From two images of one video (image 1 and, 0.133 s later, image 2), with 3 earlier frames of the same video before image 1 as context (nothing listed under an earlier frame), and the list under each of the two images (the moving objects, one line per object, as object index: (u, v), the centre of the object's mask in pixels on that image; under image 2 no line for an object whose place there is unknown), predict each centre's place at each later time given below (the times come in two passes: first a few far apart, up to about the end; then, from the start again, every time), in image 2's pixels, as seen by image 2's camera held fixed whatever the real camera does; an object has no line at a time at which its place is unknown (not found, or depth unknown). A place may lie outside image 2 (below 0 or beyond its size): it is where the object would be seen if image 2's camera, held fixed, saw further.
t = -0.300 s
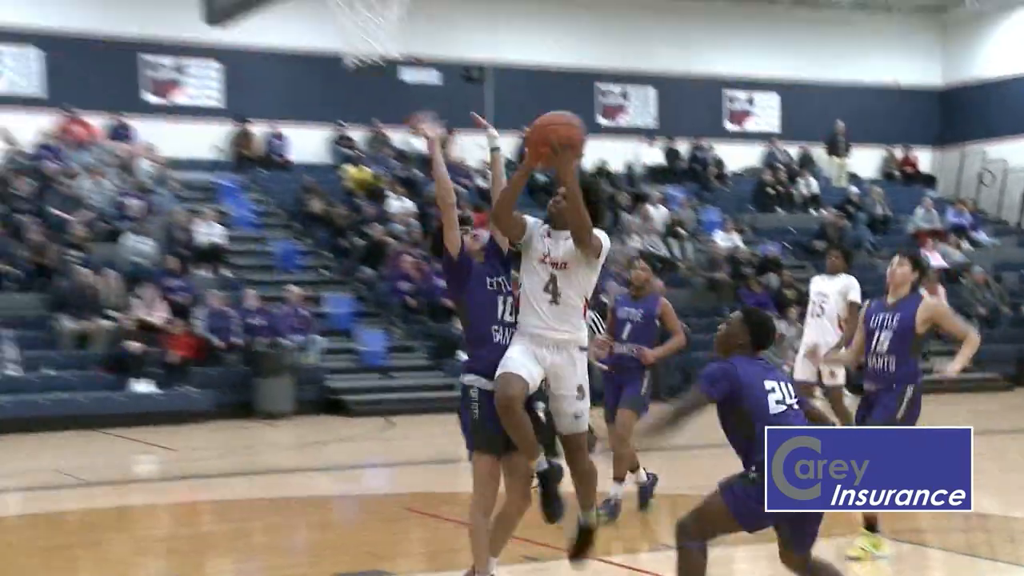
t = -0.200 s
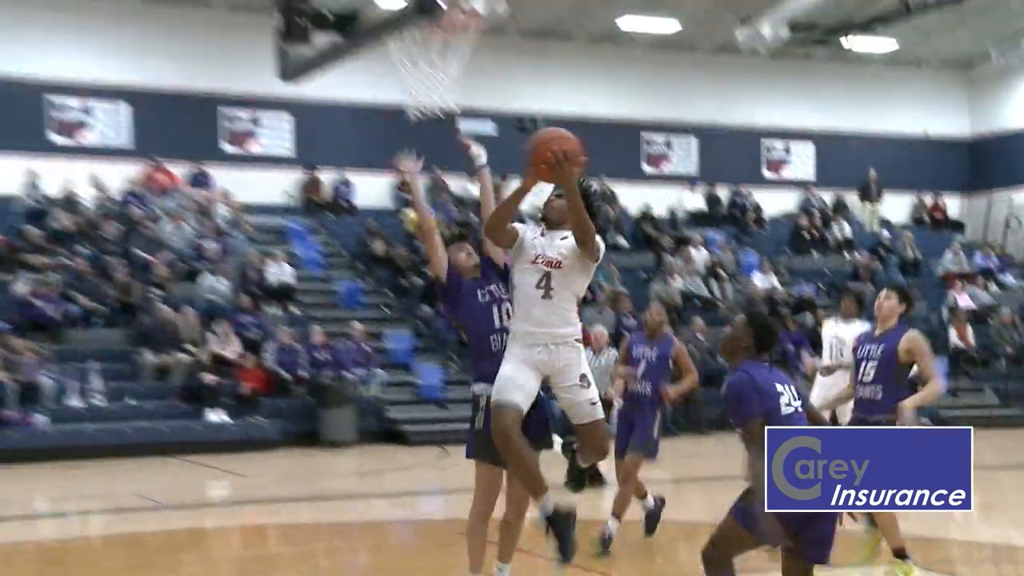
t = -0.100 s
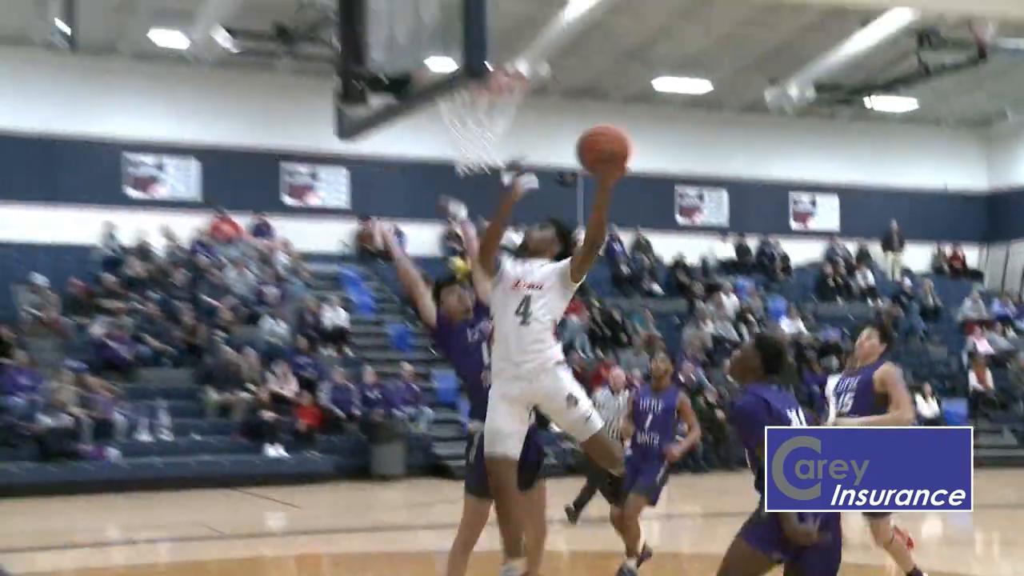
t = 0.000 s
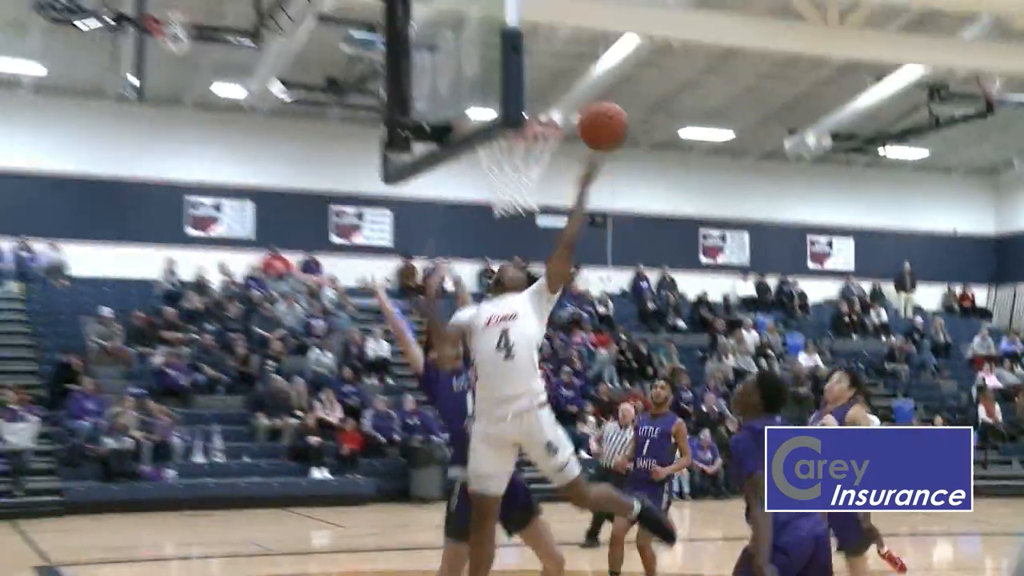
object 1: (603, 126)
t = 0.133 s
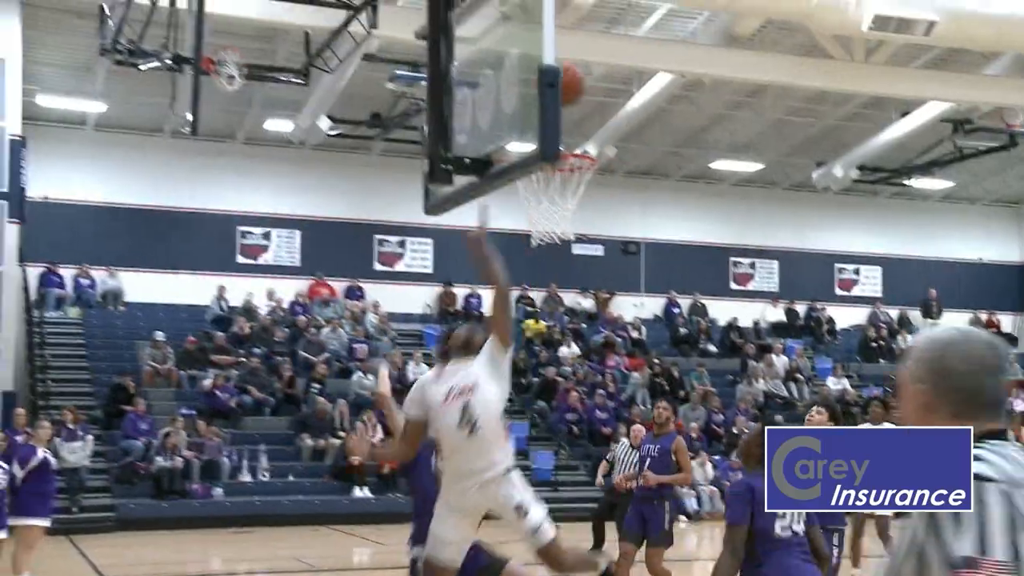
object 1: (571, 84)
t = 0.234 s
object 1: (570, 80)
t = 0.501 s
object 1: (591, 134)
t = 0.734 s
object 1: (586, 140)
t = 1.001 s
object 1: (563, 172)
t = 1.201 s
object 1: (542, 241)
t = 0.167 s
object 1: (566, 75)
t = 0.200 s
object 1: (568, 77)
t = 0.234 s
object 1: (570, 80)
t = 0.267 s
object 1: (573, 87)
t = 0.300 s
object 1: (576, 93)
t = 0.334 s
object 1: (579, 101)
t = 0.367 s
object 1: (582, 112)
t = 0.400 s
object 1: (585, 123)
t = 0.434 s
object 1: (590, 135)
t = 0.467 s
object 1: (592, 138)
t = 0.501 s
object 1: (591, 134)
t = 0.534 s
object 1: (590, 131)
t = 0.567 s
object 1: (589, 129)
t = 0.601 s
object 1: (589, 129)
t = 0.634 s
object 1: (588, 131)
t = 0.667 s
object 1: (588, 135)
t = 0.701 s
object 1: (587, 138)
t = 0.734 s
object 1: (586, 140)
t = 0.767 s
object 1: (583, 139)
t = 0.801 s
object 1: (580, 139)
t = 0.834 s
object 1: (579, 140)
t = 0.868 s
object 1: (577, 141)
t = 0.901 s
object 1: (574, 144)
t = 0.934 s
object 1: (572, 146)
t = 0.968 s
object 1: (566, 166)
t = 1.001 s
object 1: (563, 172)
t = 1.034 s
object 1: (556, 180)
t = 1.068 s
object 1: (553, 187)
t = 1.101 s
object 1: (548, 202)
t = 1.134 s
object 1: (545, 215)
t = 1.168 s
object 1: (544, 228)
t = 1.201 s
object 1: (542, 241)
